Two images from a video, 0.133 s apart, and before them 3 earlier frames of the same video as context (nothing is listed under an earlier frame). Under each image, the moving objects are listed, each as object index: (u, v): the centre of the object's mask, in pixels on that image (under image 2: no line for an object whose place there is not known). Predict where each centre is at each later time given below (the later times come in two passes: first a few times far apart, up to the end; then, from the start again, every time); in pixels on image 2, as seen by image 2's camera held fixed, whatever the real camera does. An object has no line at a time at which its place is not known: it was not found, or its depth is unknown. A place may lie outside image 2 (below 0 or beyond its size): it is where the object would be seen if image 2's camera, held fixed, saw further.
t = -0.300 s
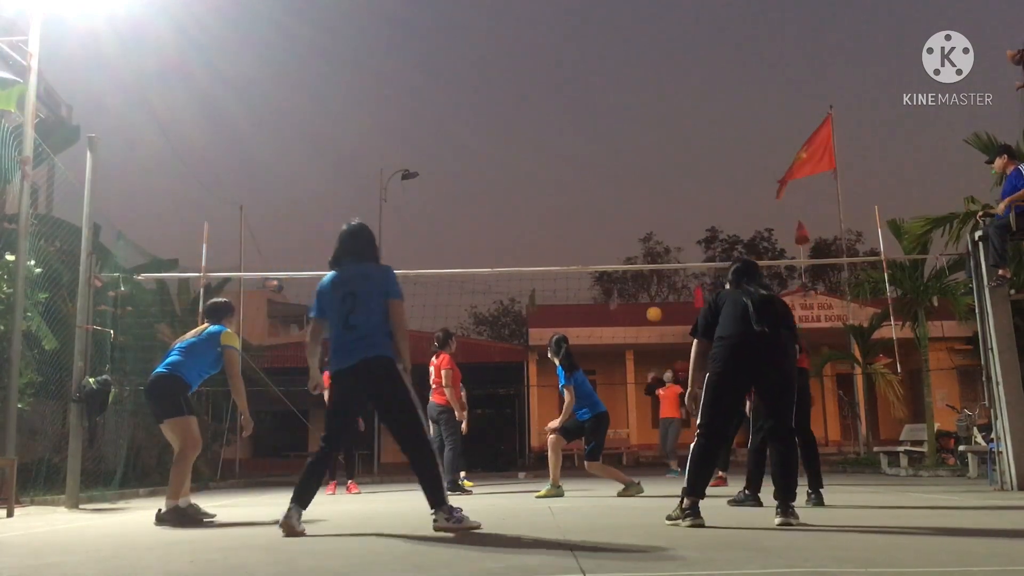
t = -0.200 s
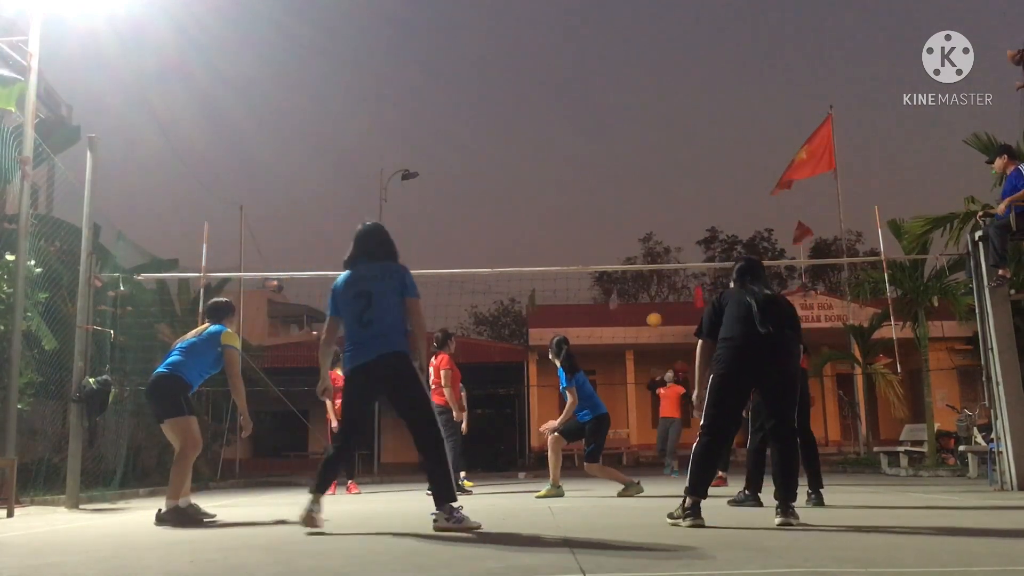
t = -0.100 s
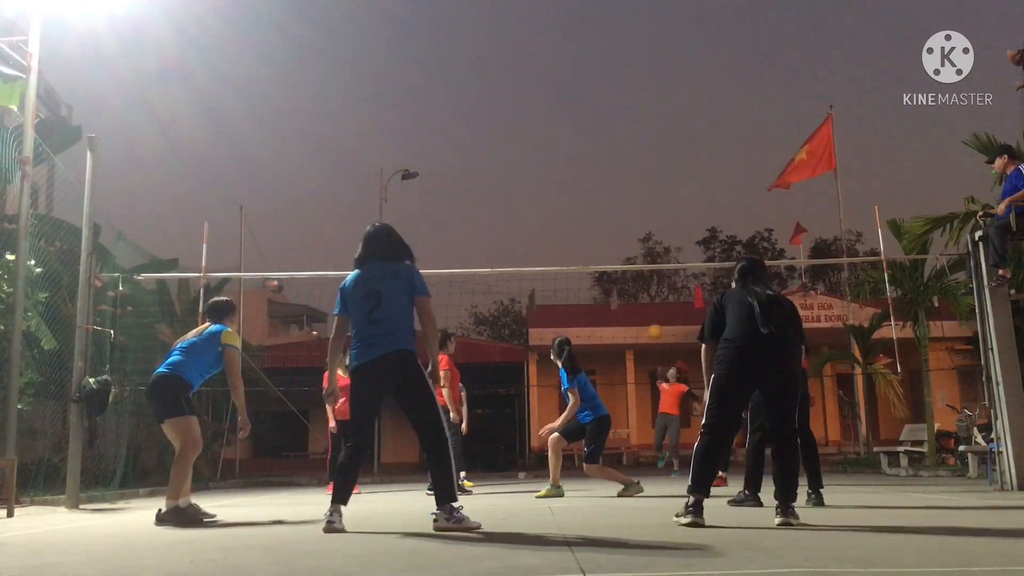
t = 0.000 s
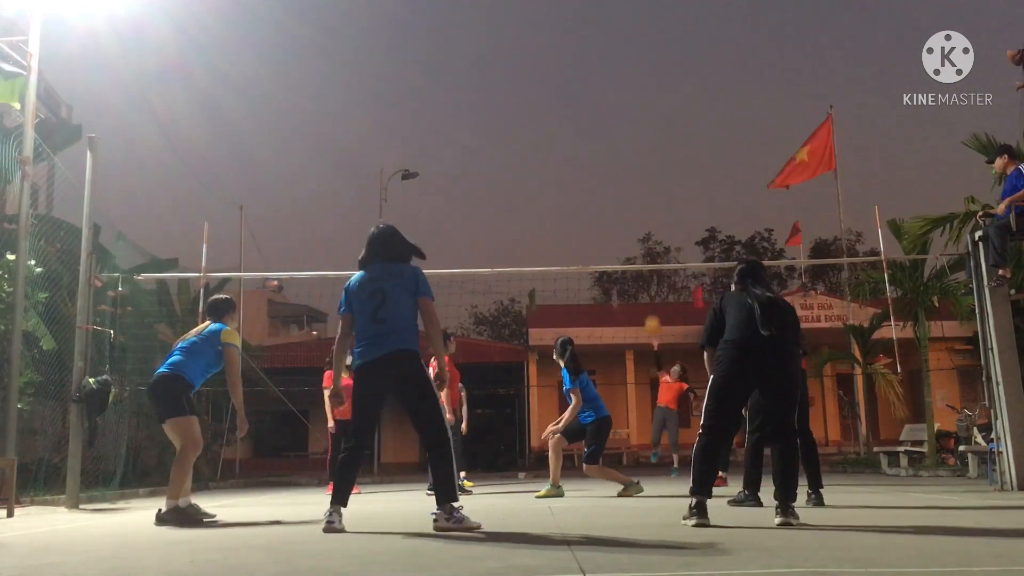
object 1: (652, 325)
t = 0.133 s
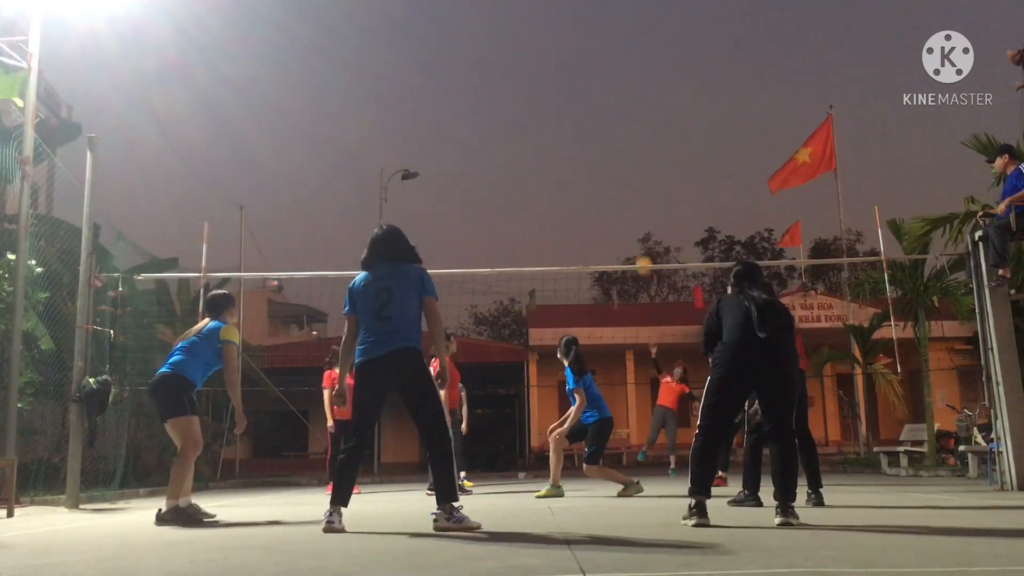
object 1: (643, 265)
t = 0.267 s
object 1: (632, 213)
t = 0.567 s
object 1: (606, 133)
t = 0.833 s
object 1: (578, 120)
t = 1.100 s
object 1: (541, 190)
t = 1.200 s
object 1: (524, 248)
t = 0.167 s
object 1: (642, 253)
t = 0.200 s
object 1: (639, 239)
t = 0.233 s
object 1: (635, 225)
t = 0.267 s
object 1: (632, 213)
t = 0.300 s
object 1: (629, 202)
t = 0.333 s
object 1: (627, 191)
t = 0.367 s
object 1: (624, 180)
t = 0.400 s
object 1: (621, 170)
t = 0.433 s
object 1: (618, 161)
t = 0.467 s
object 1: (615, 153)
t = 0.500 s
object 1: (612, 145)
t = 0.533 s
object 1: (609, 139)
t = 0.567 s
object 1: (606, 133)
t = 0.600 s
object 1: (603, 128)
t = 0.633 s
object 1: (600, 124)
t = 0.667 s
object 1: (597, 121)
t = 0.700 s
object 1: (593, 119)
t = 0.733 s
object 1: (590, 117)
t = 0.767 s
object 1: (586, 117)
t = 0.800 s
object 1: (583, 119)
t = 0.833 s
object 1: (578, 120)
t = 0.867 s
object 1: (574, 124)
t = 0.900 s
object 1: (570, 128)
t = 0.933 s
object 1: (566, 135)
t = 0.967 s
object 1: (561, 142)
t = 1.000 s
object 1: (557, 151)
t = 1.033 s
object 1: (551, 163)
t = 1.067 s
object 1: (546, 175)
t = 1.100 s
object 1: (541, 190)
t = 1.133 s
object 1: (536, 207)
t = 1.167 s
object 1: (530, 227)
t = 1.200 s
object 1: (524, 248)
